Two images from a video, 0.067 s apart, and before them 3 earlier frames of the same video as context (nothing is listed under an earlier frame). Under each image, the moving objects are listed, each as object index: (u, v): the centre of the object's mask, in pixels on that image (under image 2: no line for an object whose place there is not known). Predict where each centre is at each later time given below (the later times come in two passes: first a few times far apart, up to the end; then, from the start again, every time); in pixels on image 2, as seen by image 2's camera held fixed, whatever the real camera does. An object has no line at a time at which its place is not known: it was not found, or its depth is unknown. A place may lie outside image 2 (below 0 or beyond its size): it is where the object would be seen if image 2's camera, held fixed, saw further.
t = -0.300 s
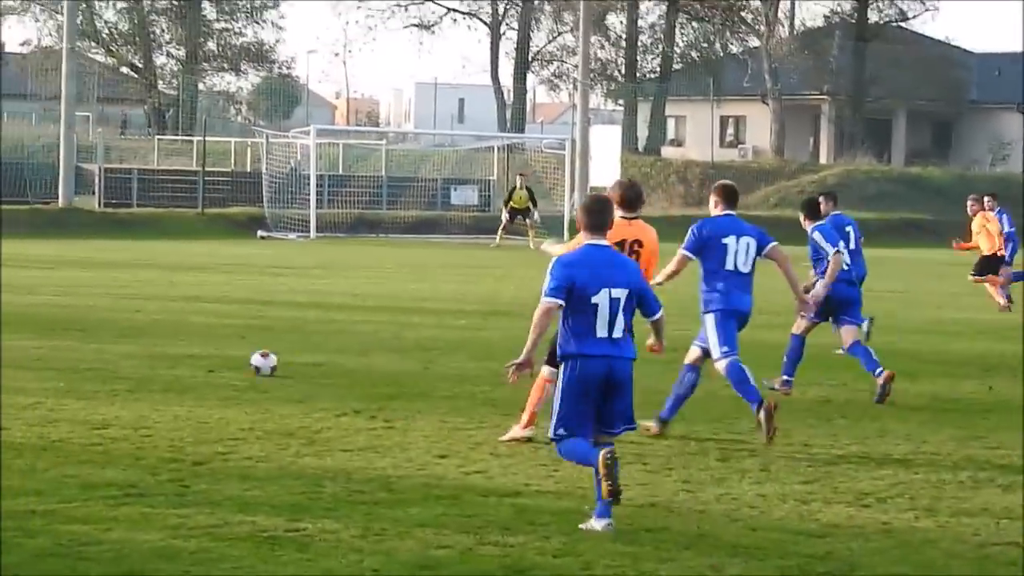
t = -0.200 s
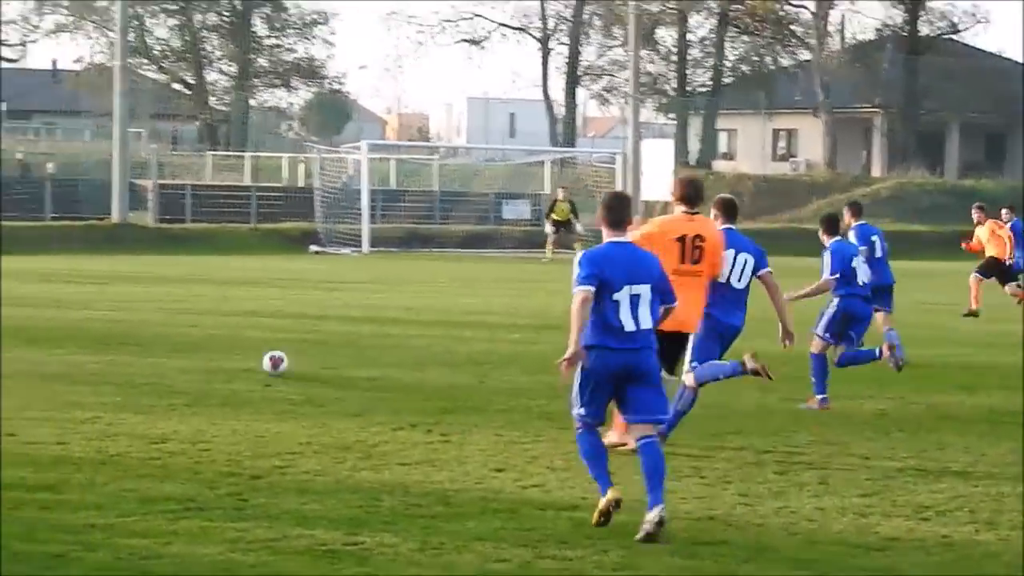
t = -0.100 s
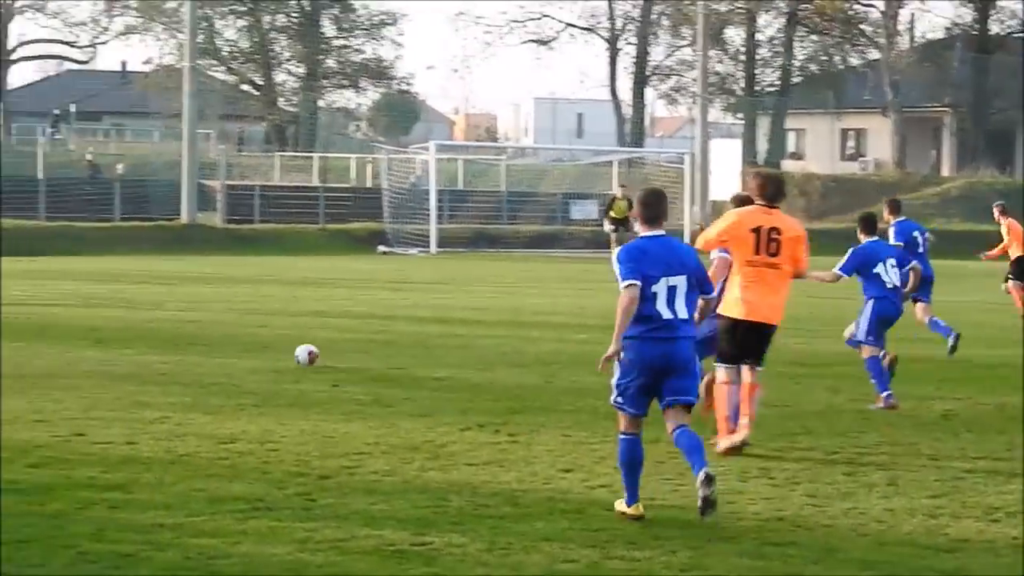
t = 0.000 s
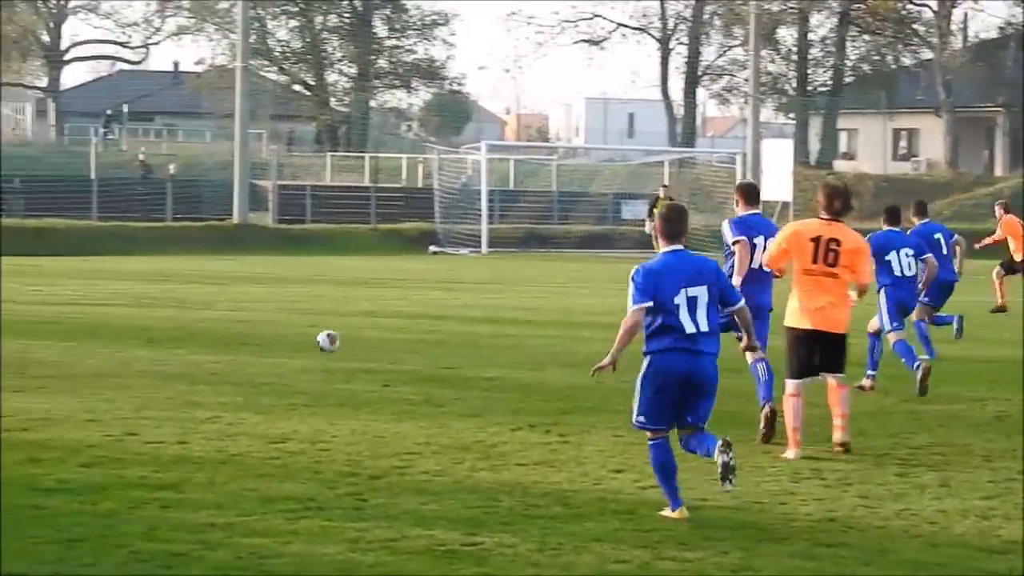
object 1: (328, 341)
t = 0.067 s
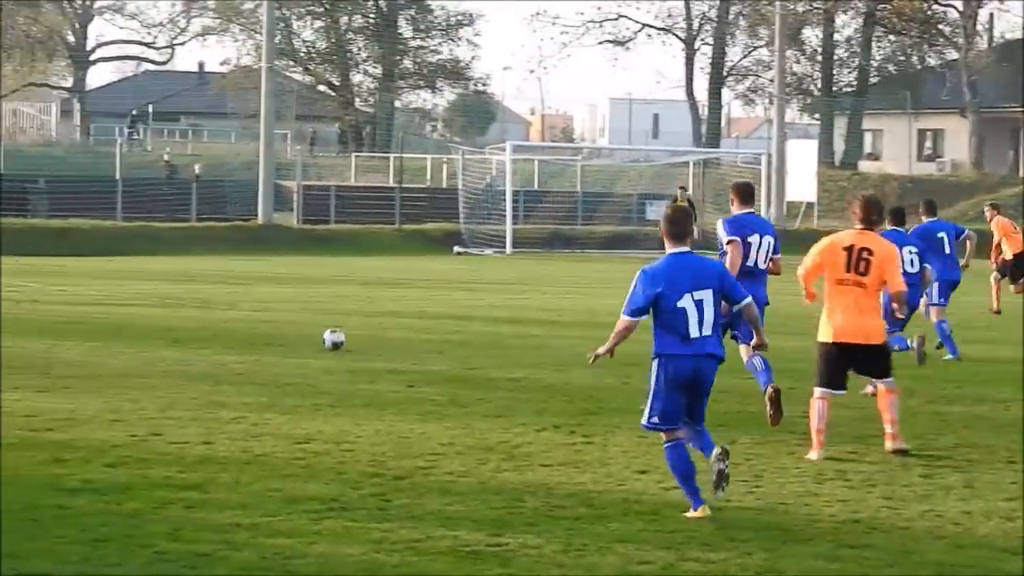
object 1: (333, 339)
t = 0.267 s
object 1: (291, 327)
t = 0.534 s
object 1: (253, 311)
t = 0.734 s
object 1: (228, 303)
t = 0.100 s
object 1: (325, 338)
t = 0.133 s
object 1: (318, 334)
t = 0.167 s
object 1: (311, 330)
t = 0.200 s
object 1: (304, 328)
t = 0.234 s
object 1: (297, 327)
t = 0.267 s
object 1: (291, 327)
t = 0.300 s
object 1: (286, 323)
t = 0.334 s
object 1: (280, 320)
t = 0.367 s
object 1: (275, 318)
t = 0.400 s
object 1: (270, 317)
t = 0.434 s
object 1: (266, 317)
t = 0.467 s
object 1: (261, 316)
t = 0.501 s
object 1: (257, 313)
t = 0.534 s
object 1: (253, 311)
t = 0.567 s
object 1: (249, 310)
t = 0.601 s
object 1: (245, 309)
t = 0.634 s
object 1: (241, 309)
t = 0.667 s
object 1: (238, 305)
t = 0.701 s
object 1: (233, 303)
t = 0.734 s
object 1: (228, 303)
